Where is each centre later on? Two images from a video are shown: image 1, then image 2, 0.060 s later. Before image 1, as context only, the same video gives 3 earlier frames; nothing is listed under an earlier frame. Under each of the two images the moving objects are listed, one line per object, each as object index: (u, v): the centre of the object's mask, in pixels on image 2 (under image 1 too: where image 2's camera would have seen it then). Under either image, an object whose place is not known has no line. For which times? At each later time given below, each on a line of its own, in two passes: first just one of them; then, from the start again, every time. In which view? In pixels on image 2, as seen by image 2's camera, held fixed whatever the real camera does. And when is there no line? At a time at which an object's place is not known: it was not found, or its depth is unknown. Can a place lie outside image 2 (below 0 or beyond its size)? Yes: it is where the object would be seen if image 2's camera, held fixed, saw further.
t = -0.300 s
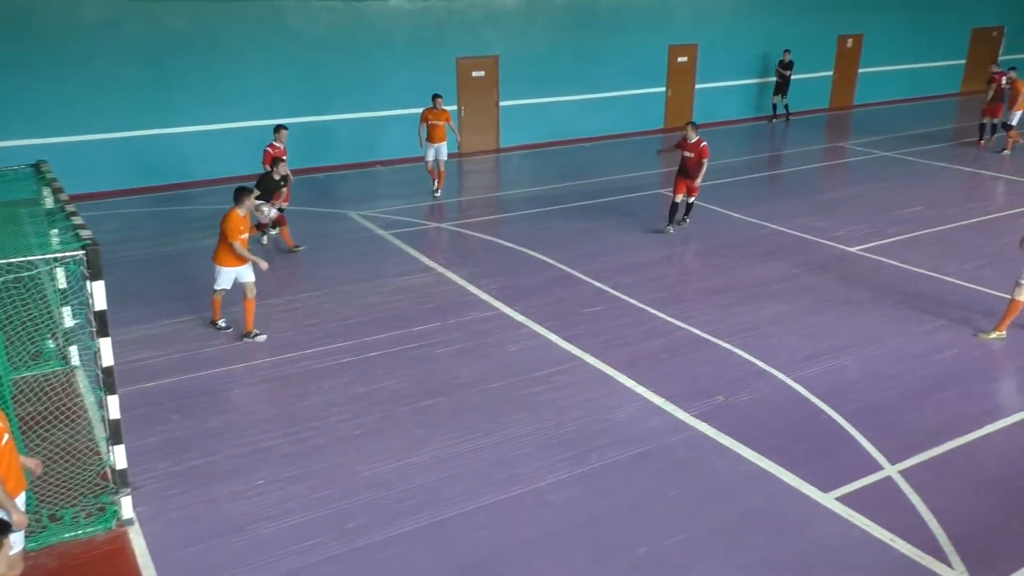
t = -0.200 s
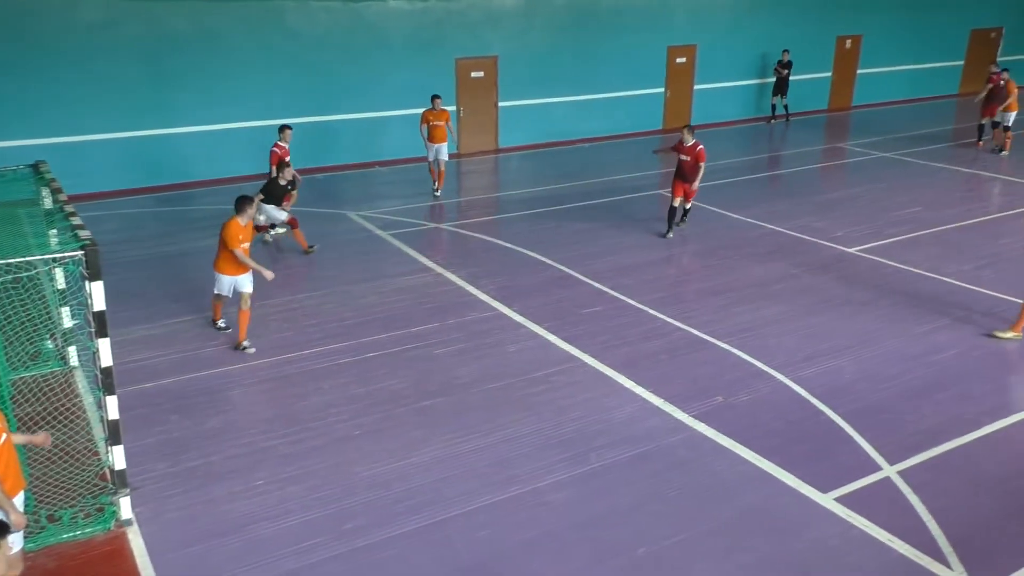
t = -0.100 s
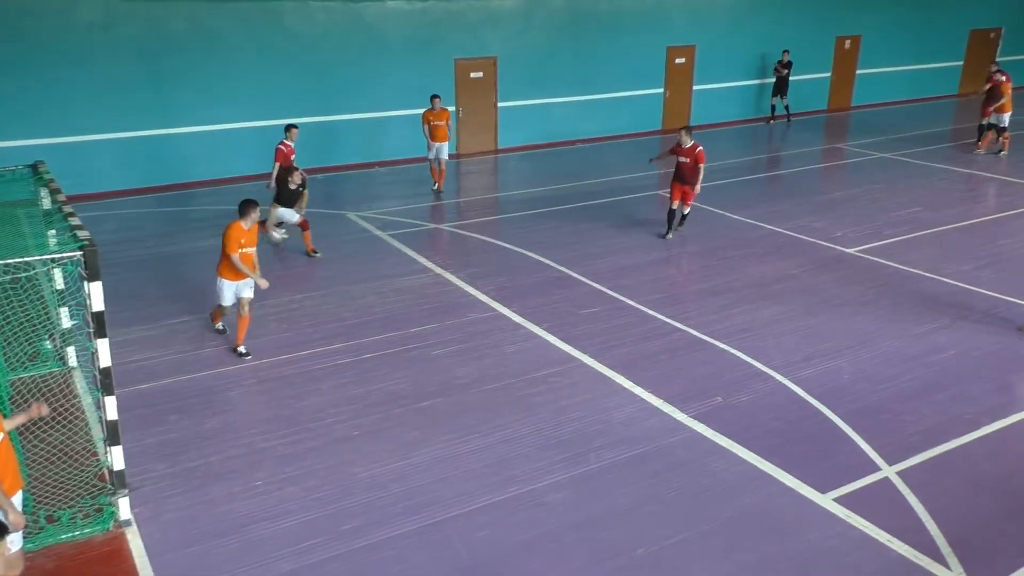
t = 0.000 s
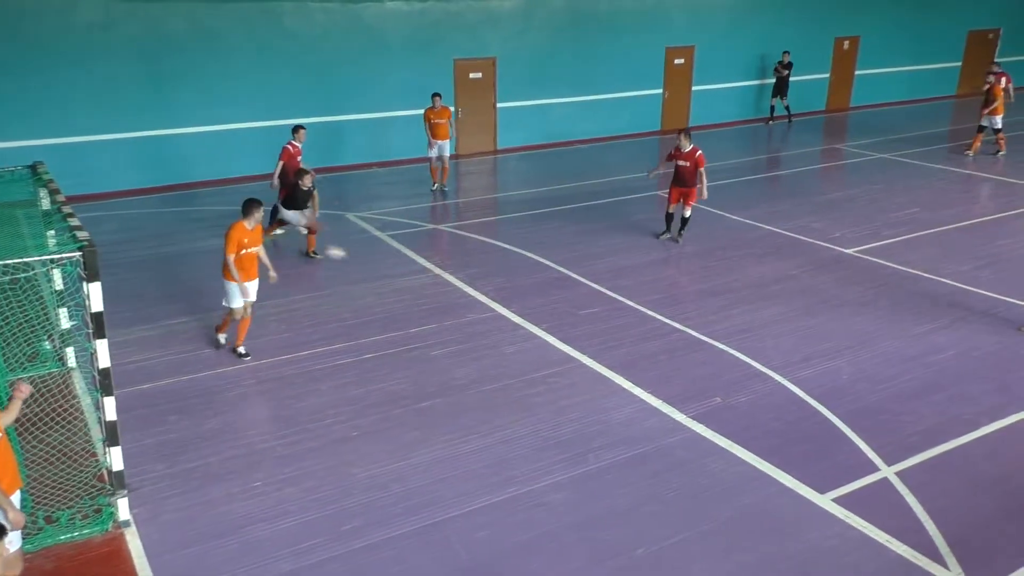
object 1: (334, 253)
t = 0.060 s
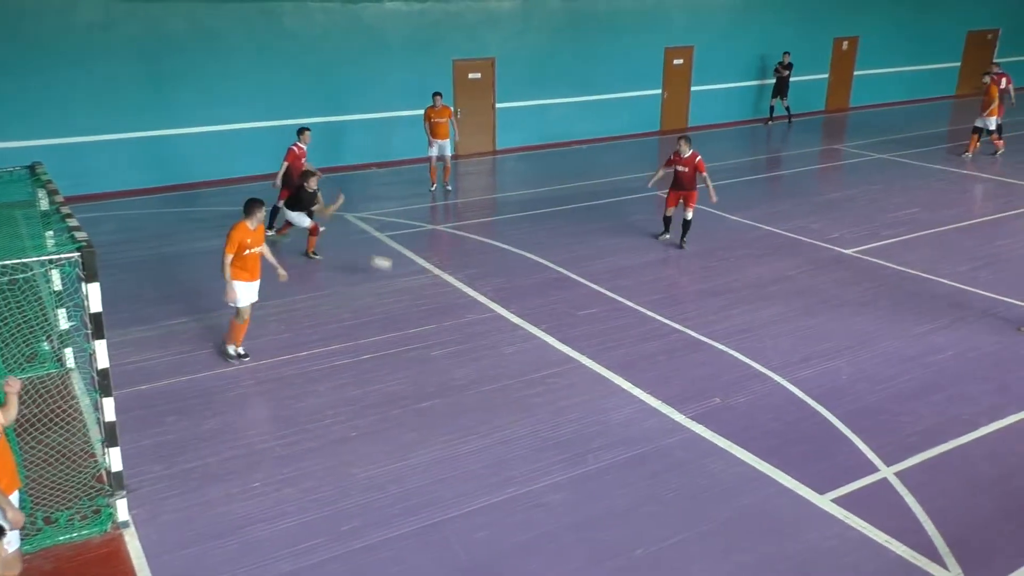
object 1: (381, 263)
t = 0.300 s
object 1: (561, 299)
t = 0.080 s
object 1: (397, 266)
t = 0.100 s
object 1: (413, 272)
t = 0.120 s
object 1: (428, 277)
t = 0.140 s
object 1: (444, 280)
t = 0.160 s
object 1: (463, 285)
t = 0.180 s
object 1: (478, 288)
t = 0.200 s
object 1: (491, 290)
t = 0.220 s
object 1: (504, 291)
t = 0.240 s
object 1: (519, 293)
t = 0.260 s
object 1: (532, 294)
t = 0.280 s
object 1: (546, 296)
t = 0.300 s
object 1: (561, 299)
